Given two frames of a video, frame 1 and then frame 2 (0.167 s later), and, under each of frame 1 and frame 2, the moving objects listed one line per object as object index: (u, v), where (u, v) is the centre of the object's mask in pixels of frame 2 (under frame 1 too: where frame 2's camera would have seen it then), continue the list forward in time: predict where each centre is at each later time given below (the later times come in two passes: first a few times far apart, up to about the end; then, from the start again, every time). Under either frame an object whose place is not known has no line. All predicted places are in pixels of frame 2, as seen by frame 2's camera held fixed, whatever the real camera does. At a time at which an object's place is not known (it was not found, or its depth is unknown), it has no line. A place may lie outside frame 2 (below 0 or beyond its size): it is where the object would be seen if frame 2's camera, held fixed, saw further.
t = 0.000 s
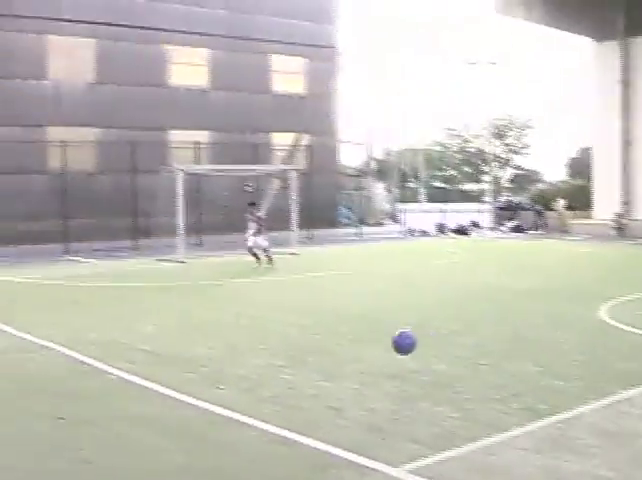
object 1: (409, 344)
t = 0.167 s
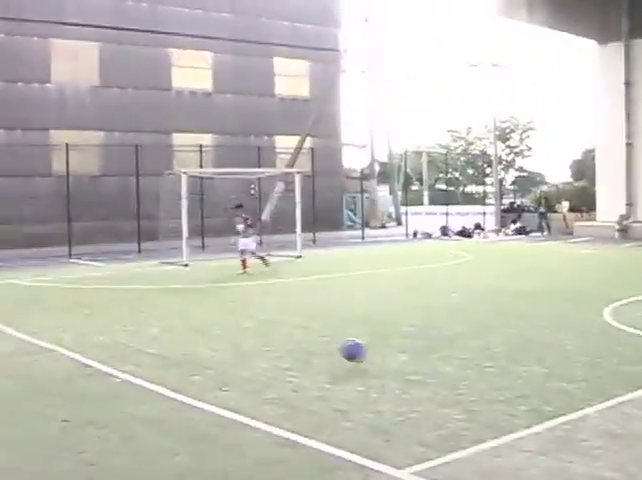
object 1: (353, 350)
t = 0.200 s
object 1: (343, 344)
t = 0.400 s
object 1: (290, 335)
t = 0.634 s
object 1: (238, 321)
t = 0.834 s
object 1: (203, 317)
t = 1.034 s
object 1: (174, 315)
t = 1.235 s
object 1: (147, 309)
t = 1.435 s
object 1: (124, 304)
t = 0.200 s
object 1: (343, 344)
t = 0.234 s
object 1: (334, 339)
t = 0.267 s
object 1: (324, 336)
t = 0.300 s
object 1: (315, 334)
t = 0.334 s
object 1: (306, 333)
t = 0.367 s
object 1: (298, 334)
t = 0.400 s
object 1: (290, 335)
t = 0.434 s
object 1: (282, 337)
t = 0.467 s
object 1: (274, 337)
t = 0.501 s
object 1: (266, 332)
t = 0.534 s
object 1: (259, 327)
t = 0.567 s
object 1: (252, 323)
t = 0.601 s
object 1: (245, 322)
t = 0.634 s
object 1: (238, 321)
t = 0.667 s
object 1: (232, 321)
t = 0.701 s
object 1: (226, 322)
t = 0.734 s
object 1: (220, 324)
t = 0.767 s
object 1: (214, 326)
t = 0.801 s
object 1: (208, 321)
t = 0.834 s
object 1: (203, 317)
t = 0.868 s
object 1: (198, 315)
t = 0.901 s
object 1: (193, 313)
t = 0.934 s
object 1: (188, 312)
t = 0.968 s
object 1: (183, 312)
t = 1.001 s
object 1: (178, 313)
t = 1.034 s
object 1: (174, 315)
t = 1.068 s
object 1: (169, 316)
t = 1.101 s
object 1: (165, 313)
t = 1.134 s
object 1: (160, 311)
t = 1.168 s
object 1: (156, 310)
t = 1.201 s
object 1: (151, 309)
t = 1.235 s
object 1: (147, 309)
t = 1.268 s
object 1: (142, 310)
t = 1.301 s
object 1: (138, 308)
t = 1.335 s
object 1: (135, 306)
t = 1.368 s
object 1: (131, 304)
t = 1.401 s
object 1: (128, 304)
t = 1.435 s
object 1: (124, 304)
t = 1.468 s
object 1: (120, 304)
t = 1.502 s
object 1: (117, 302)
